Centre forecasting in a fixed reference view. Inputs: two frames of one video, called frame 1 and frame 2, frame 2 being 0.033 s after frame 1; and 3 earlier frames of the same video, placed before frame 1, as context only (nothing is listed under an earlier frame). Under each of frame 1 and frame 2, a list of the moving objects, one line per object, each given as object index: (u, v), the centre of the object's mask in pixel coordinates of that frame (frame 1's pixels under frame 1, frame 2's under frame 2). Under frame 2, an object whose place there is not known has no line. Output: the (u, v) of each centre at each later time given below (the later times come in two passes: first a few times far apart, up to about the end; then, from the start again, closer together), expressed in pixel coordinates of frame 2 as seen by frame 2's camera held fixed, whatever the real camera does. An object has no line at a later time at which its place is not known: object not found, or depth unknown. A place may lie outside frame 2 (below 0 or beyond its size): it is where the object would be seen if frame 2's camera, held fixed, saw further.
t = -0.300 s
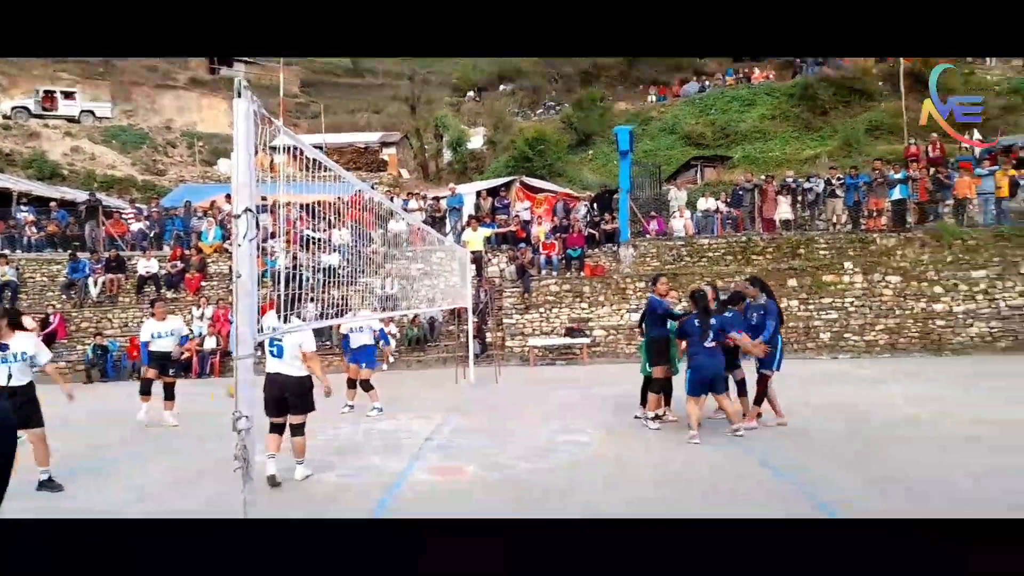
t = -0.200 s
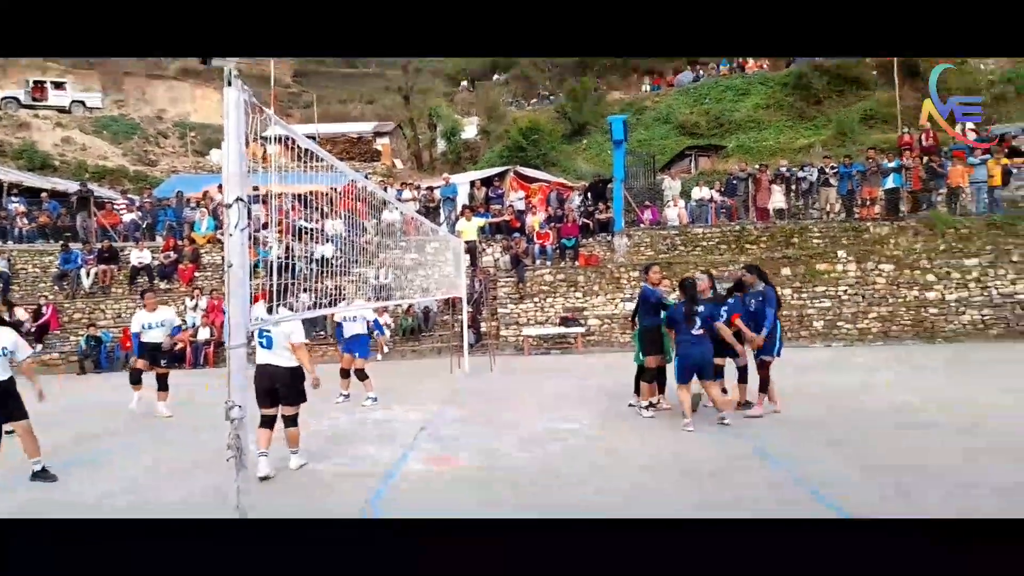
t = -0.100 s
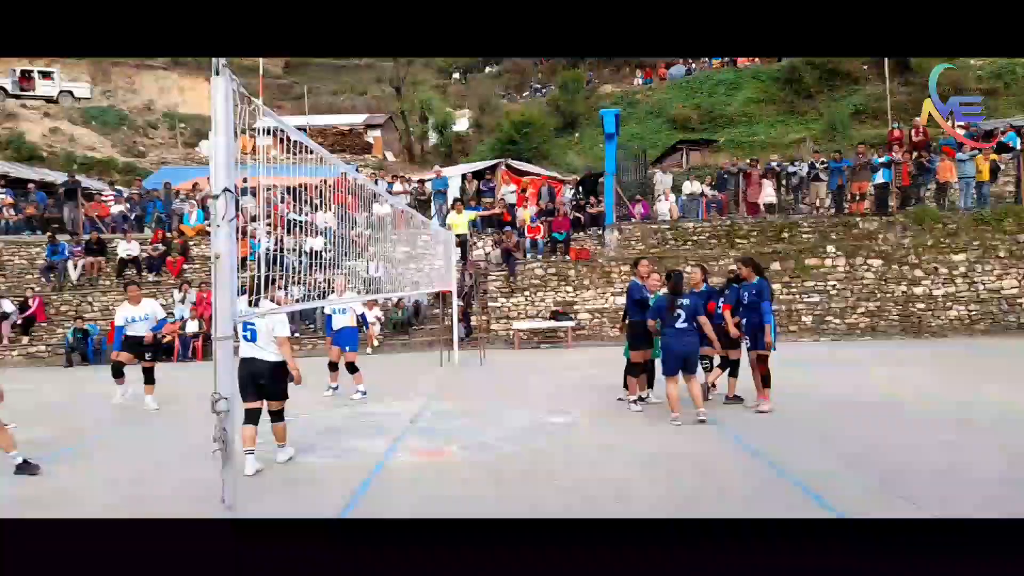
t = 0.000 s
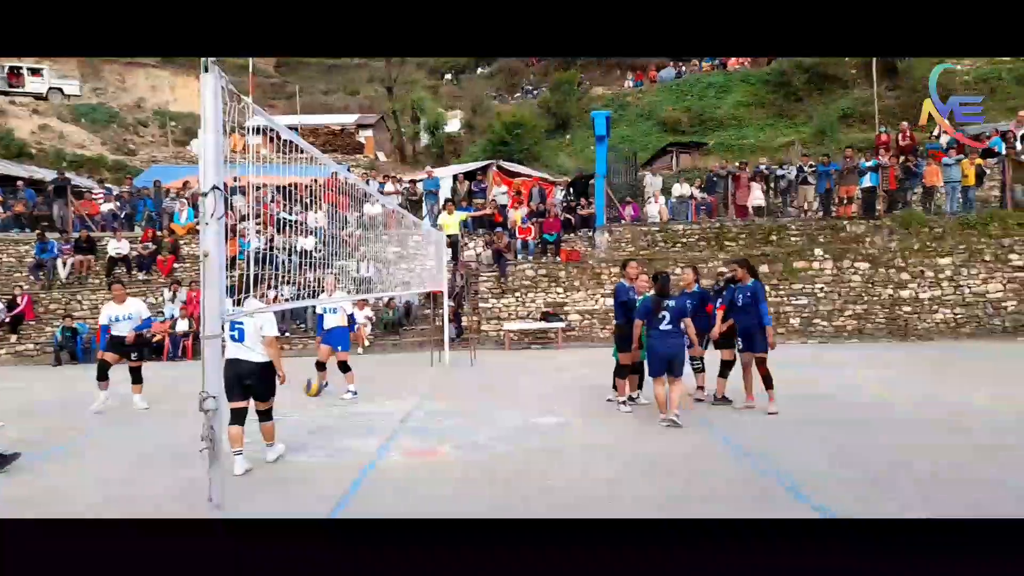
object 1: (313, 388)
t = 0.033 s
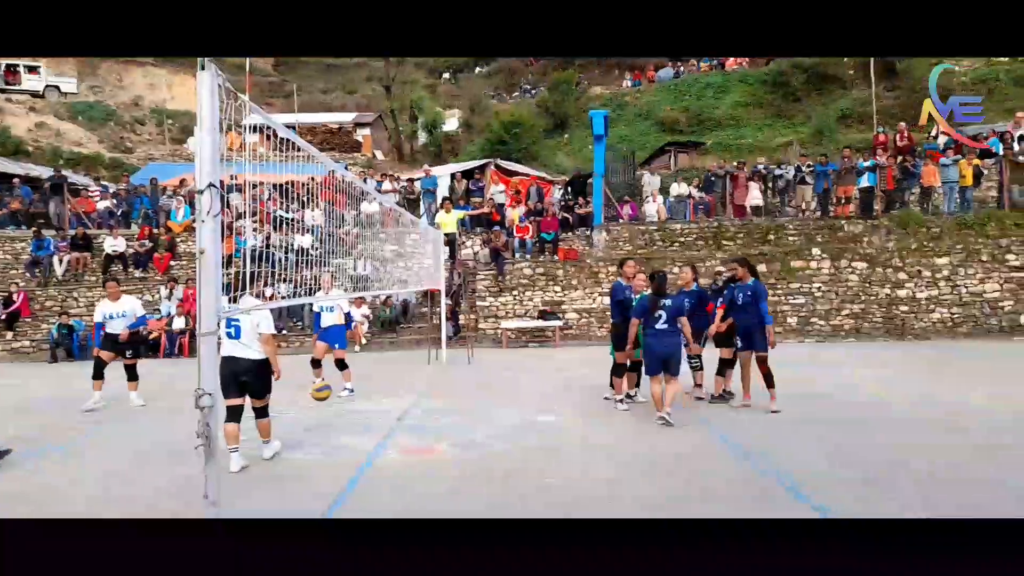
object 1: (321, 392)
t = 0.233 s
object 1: (387, 387)
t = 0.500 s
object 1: (475, 386)
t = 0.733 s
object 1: (548, 390)
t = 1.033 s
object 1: (646, 398)
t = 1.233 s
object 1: (699, 384)
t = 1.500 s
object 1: (780, 395)
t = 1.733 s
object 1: (849, 390)
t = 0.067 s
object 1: (332, 400)
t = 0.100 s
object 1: (343, 411)
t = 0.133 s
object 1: (354, 405)
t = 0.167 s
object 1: (365, 398)
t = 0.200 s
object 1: (377, 393)
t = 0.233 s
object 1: (387, 387)
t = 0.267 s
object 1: (397, 384)
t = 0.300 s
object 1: (409, 381)
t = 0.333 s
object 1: (420, 379)
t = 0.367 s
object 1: (431, 378)
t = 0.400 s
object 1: (443, 378)
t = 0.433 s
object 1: (453, 379)
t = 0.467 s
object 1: (464, 383)
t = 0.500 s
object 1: (475, 386)
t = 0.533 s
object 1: (486, 390)
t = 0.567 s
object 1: (497, 396)
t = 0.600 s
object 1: (508, 402)
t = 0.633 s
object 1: (517, 406)
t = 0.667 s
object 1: (528, 400)
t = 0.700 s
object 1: (538, 394)
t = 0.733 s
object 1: (548, 390)
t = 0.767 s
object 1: (559, 386)
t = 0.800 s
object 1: (569, 384)
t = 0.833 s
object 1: (579, 383)
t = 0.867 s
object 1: (589, 382)
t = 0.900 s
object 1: (597, 385)
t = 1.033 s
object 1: (646, 398)
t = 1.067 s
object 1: (650, 402)
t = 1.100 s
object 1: (659, 398)
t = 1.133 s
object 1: (669, 392)
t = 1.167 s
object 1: (679, 389)
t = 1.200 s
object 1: (690, 386)
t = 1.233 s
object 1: (699, 384)
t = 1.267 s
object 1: (709, 383)
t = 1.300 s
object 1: (720, 383)
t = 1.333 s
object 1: (730, 384)
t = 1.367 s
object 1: (740, 386)
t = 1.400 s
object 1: (749, 389)
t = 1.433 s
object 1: (760, 395)
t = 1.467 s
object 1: (768, 398)
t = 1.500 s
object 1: (780, 395)
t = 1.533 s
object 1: (790, 392)
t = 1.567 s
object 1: (800, 389)
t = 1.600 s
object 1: (809, 388)
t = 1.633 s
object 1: (818, 388)
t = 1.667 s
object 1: (829, 387)
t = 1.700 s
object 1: (839, 387)
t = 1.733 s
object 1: (849, 390)
